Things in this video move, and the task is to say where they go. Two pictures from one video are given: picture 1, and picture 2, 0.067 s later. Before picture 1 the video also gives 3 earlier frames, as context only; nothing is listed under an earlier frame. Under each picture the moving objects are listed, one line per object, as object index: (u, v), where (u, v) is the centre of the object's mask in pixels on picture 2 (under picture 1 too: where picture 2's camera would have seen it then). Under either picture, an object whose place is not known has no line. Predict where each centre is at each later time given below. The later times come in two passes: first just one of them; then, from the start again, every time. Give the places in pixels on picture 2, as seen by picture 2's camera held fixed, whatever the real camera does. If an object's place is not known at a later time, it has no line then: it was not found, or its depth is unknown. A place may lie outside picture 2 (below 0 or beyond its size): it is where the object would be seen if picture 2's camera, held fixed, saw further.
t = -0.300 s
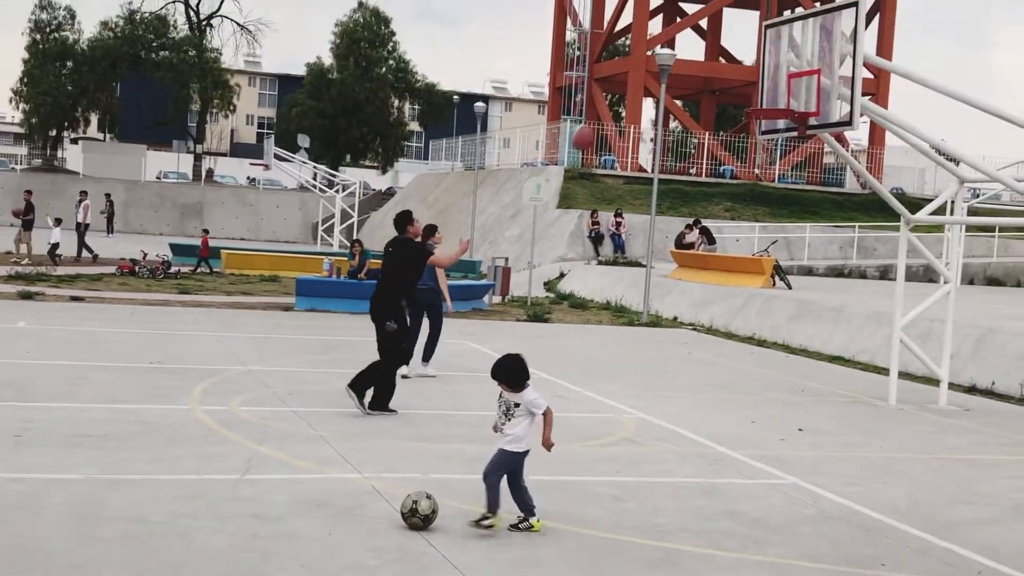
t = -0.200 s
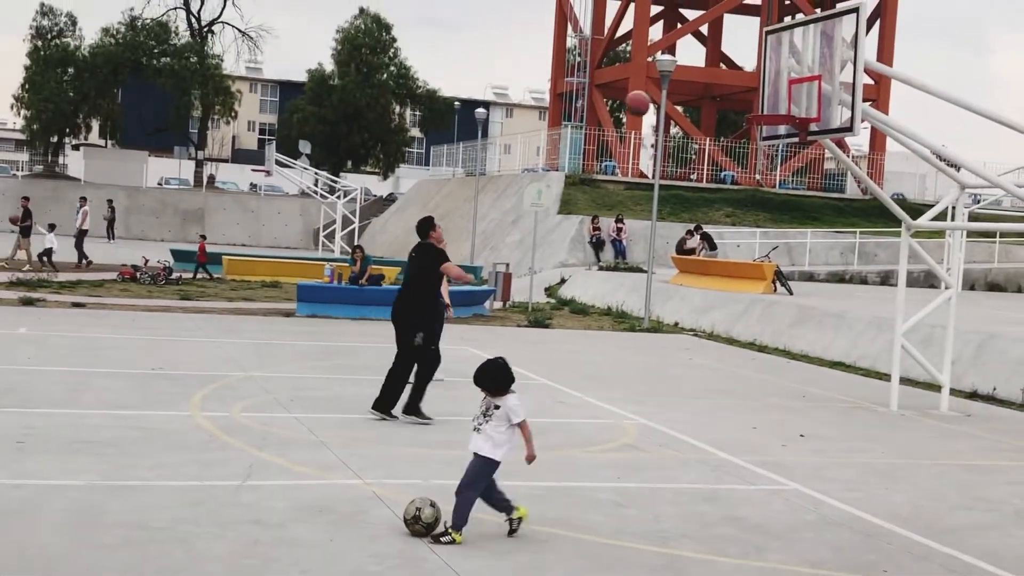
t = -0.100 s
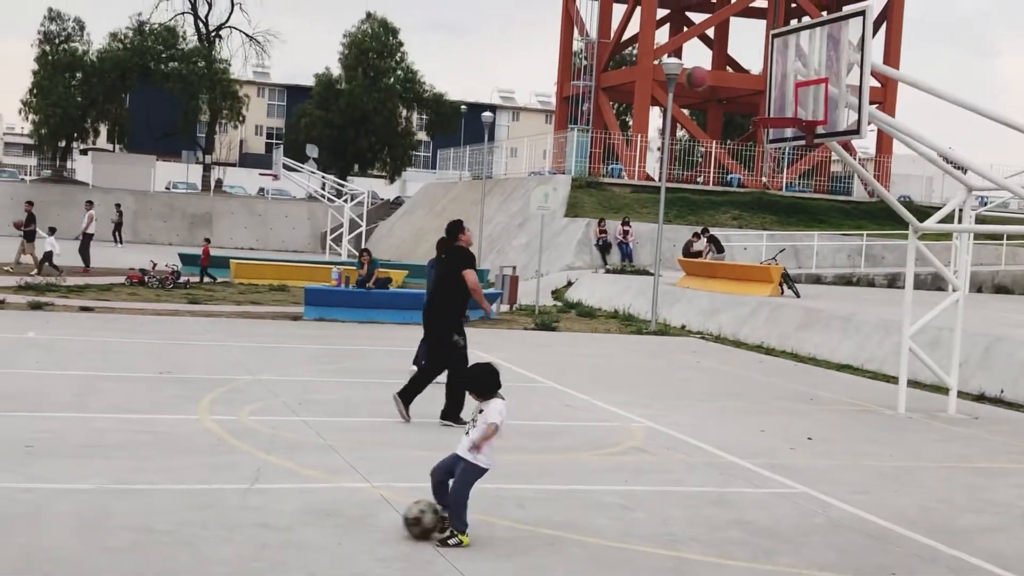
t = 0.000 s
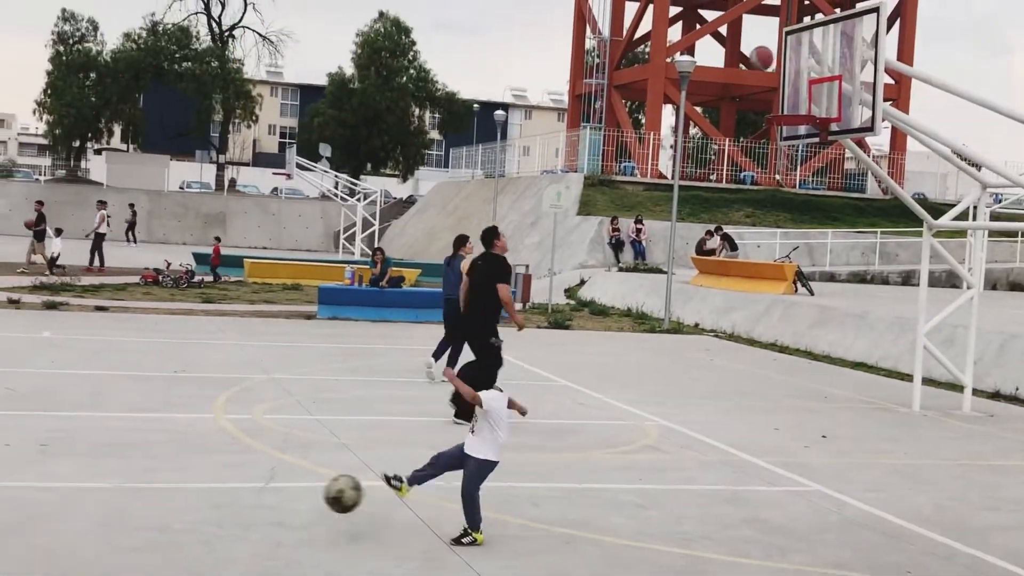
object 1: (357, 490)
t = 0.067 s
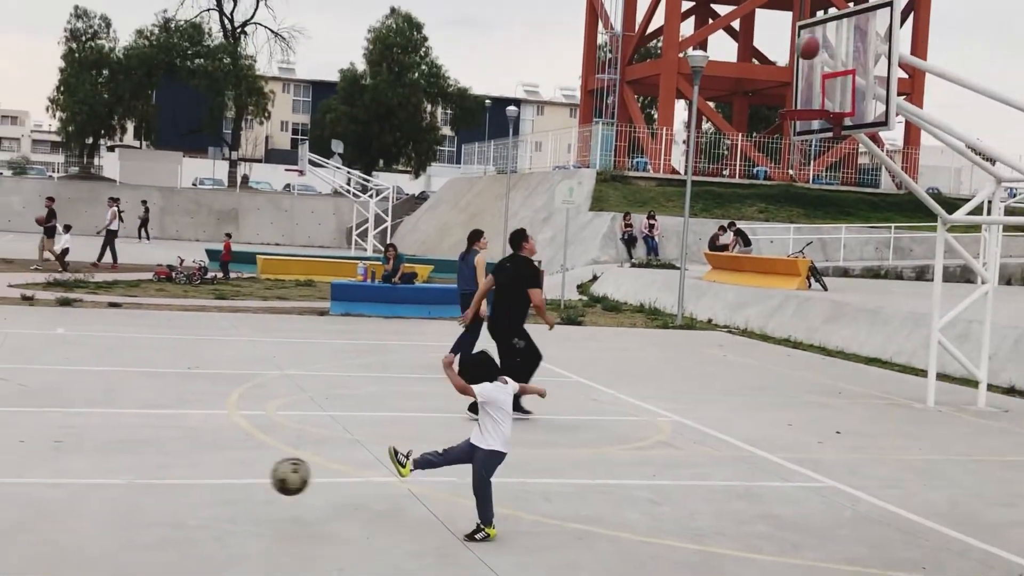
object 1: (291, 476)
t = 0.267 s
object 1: (73, 481)
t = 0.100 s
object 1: (256, 472)
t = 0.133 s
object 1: (221, 470)
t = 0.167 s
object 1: (186, 470)
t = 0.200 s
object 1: (149, 472)
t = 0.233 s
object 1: (111, 476)
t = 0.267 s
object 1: (73, 481)
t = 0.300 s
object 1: (33, 490)
